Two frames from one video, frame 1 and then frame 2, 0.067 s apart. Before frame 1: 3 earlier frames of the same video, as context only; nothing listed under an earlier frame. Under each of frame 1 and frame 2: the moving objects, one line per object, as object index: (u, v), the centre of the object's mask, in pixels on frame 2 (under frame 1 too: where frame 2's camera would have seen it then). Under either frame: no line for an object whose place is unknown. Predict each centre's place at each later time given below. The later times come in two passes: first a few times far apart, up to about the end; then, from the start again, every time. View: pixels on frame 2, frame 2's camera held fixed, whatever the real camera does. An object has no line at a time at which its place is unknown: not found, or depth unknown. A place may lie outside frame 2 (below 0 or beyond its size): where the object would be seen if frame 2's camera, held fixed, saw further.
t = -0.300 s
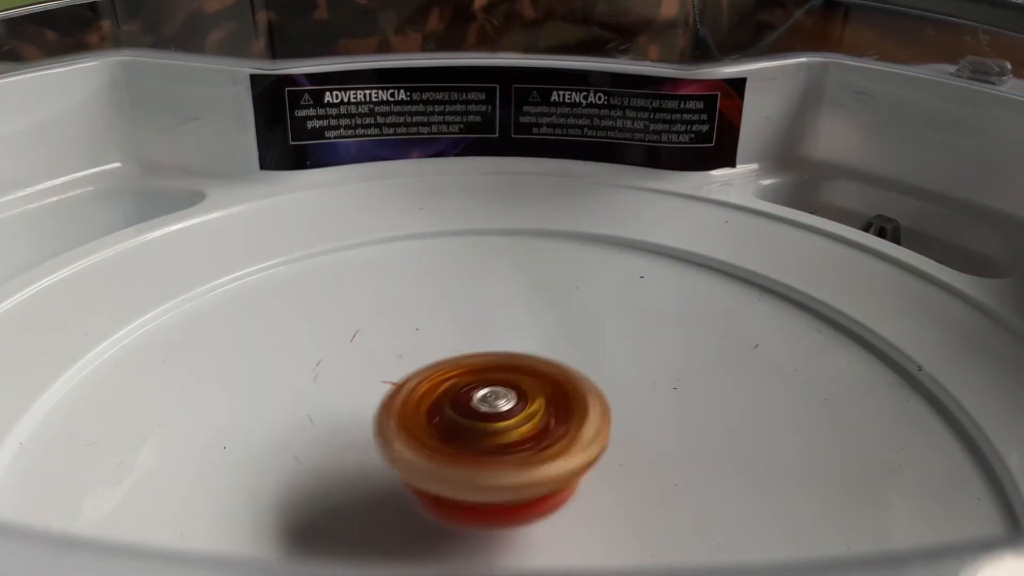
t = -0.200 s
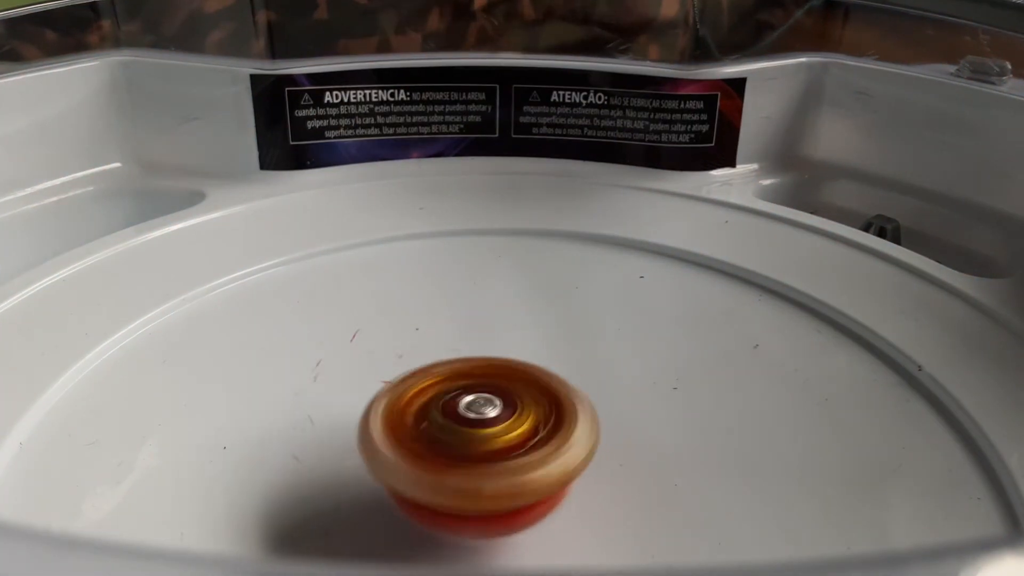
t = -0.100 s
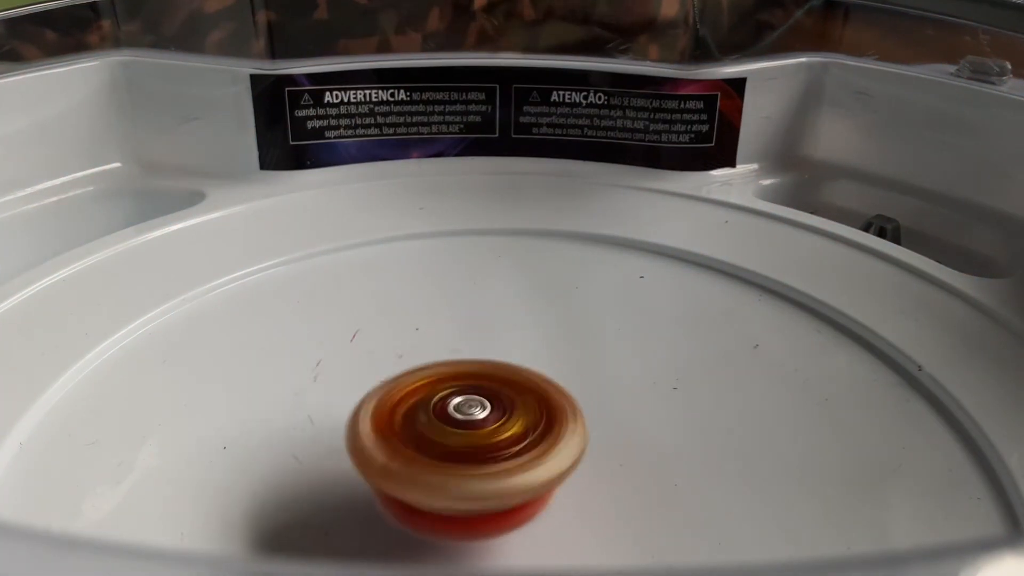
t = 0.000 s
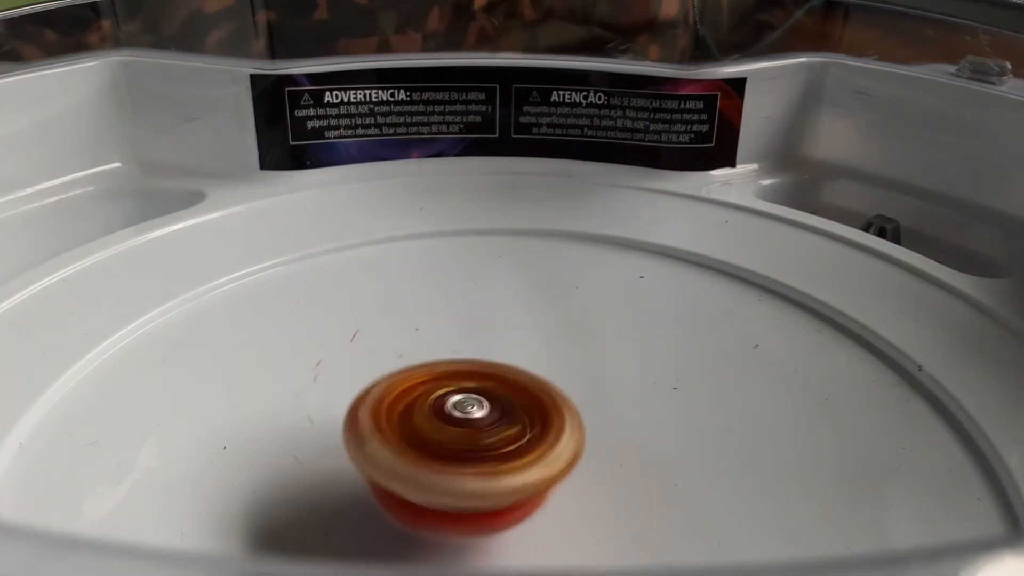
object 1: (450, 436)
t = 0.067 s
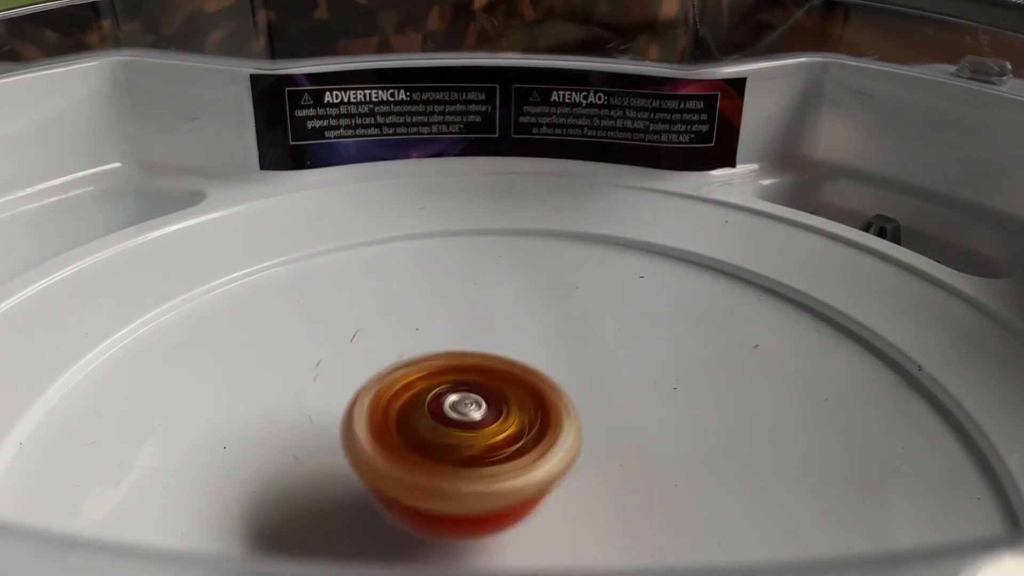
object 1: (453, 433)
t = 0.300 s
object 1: (463, 401)
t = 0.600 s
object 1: (517, 391)
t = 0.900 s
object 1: (533, 411)
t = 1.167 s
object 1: (505, 410)
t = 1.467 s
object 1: (455, 397)
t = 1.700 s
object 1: (450, 376)
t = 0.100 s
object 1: (450, 429)
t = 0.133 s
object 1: (446, 410)
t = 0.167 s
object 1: (451, 410)
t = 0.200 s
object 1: (458, 405)
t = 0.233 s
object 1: (462, 401)
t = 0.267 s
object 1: (460, 401)
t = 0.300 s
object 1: (463, 401)
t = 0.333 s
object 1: (478, 396)
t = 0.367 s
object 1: (478, 395)
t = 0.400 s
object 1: (480, 395)
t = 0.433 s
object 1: (488, 395)
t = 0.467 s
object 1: (493, 394)
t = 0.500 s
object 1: (500, 390)
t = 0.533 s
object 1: (503, 391)
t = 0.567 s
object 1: (511, 393)
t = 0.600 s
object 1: (517, 391)
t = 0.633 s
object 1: (521, 390)
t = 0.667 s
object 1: (526, 390)
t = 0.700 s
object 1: (530, 391)
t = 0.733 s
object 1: (526, 394)
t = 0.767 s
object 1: (534, 392)
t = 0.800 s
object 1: (536, 409)
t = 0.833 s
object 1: (529, 394)
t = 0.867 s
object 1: (535, 411)
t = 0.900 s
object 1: (533, 411)
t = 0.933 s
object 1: (533, 411)
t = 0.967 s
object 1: (528, 415)
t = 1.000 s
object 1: (523, 414)
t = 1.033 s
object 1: (525, 413)
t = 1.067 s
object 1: (517, 414)
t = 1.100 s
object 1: (509, 414)
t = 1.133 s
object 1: (508, 412)
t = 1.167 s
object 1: (505, 410)
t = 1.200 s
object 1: (497, 410)
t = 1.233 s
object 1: (489, 410)
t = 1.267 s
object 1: (489, 408)
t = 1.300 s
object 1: (483, 405)
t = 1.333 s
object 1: (472, 403)
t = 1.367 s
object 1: (469, 404)
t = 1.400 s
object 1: (467, 401)
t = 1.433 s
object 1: (463, 396)
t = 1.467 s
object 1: (455, 397)
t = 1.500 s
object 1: (457, 395)
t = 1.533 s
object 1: (458, 391)
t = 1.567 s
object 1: (455, 374)
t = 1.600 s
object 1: (453, 391)
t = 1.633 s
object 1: (447, 375)
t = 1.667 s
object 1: (458, 374)
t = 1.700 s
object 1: (450, 376)
